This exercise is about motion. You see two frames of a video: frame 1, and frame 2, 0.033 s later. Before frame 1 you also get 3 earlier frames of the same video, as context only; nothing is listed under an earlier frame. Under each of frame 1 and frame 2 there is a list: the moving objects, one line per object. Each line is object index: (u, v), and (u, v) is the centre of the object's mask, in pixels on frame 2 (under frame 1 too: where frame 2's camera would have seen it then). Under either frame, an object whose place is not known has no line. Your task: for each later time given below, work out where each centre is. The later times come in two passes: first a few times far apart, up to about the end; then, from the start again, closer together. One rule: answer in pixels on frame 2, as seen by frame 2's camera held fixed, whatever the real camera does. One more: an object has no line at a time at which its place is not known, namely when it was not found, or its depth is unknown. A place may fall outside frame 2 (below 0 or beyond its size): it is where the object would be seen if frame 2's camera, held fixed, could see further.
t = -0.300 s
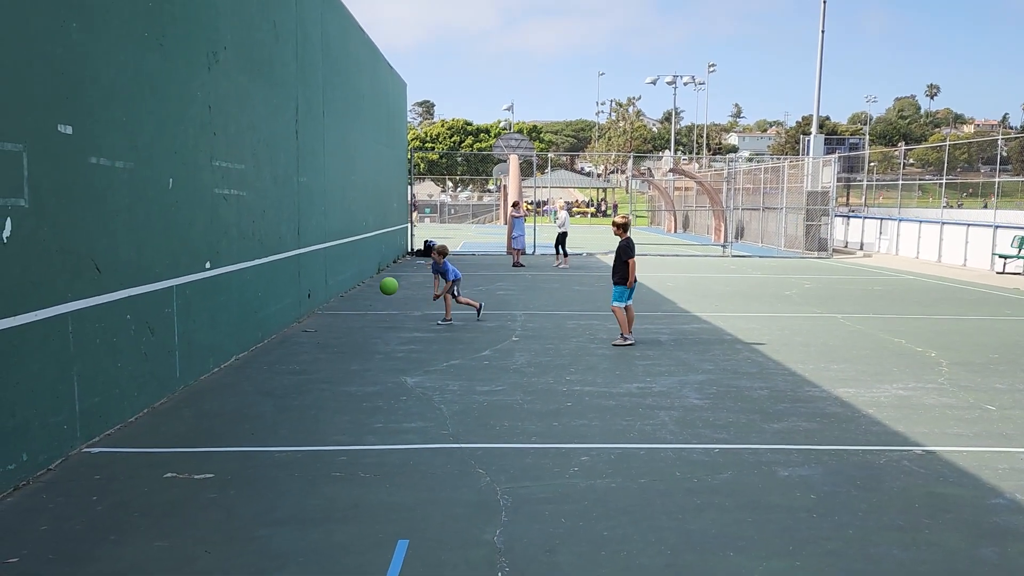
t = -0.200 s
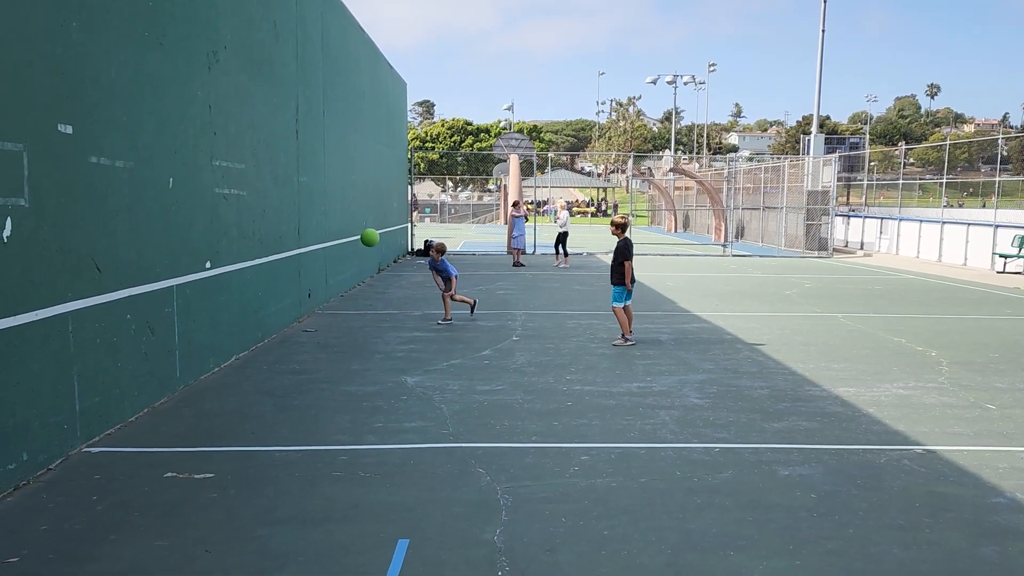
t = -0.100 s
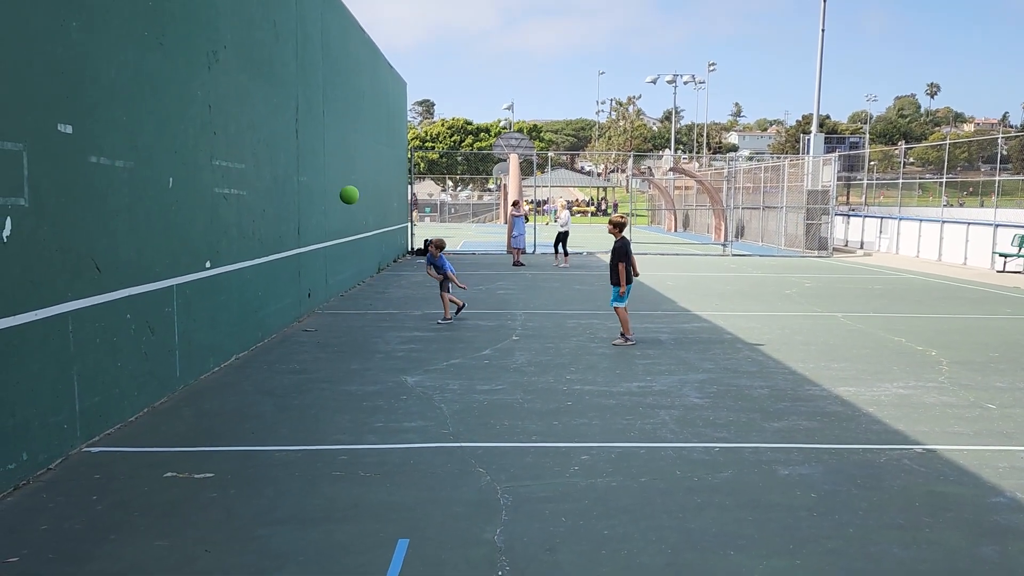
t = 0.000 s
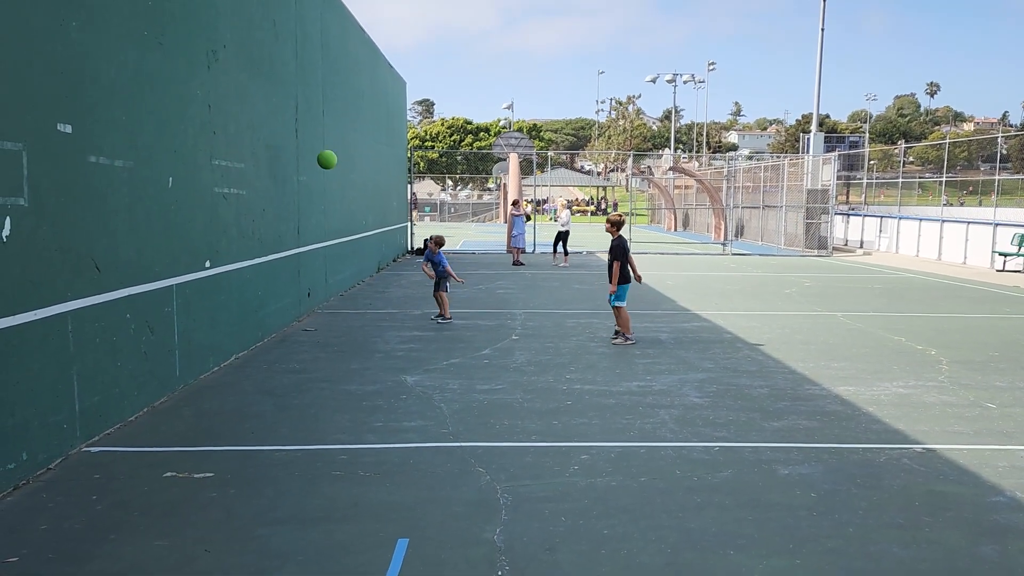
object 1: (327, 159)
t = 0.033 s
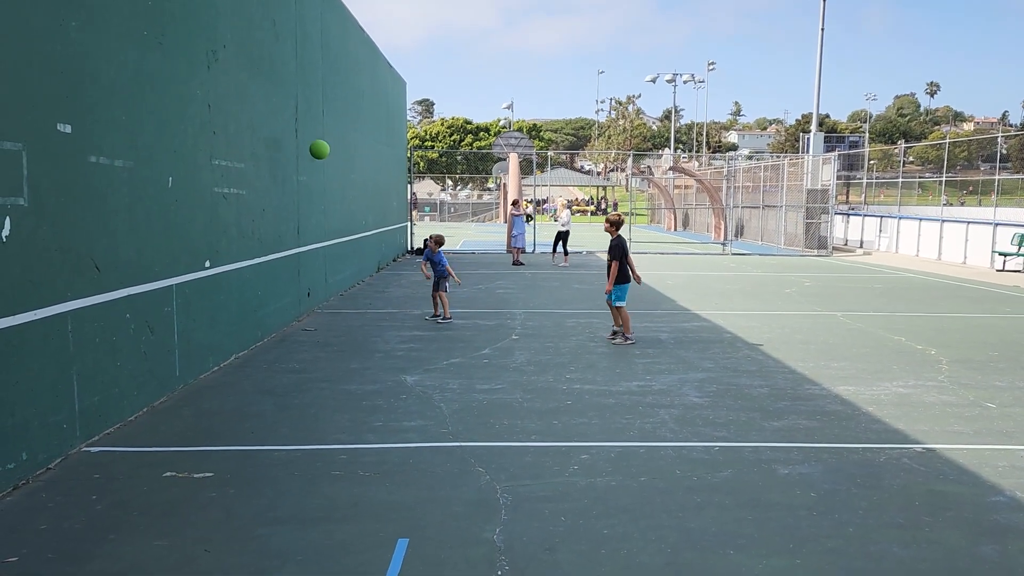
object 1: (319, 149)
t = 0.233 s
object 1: (289, 107)
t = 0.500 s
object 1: (331, 101)
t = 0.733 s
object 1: (371, 146)
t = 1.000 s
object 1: (417, 258)
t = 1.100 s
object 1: (436, 316)
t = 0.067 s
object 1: (312, 140)
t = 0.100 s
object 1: (304, 132)
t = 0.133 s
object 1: (297, 125)
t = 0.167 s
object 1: (289, 118)
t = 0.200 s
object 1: (284, 112)
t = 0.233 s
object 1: (289, 107)
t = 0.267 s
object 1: (295, 103)
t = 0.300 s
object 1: (300, 100)
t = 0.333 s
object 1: (304, 97)
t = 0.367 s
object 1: (310, 96)
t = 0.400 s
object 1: (315, 96)
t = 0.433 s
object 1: (320, 97)
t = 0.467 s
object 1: (325, 99)
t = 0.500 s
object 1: (331, 101)
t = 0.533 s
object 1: (337, 105)
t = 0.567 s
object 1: (342, 110)
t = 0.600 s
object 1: (348, 115)
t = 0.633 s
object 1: (354, 121)
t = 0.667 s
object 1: (360, 129)
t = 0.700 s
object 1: (365, 137)
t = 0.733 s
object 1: (371, 146)
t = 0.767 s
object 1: (376, 156)
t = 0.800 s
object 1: (382, 168)
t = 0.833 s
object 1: (388, 180)
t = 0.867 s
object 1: (393, 194)
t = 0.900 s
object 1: (399, 209)
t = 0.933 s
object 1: (405, 224)
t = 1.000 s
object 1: (417, 258)
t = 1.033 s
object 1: (424, 276)
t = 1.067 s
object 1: (430, 296)
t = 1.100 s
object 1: (436, 316)
